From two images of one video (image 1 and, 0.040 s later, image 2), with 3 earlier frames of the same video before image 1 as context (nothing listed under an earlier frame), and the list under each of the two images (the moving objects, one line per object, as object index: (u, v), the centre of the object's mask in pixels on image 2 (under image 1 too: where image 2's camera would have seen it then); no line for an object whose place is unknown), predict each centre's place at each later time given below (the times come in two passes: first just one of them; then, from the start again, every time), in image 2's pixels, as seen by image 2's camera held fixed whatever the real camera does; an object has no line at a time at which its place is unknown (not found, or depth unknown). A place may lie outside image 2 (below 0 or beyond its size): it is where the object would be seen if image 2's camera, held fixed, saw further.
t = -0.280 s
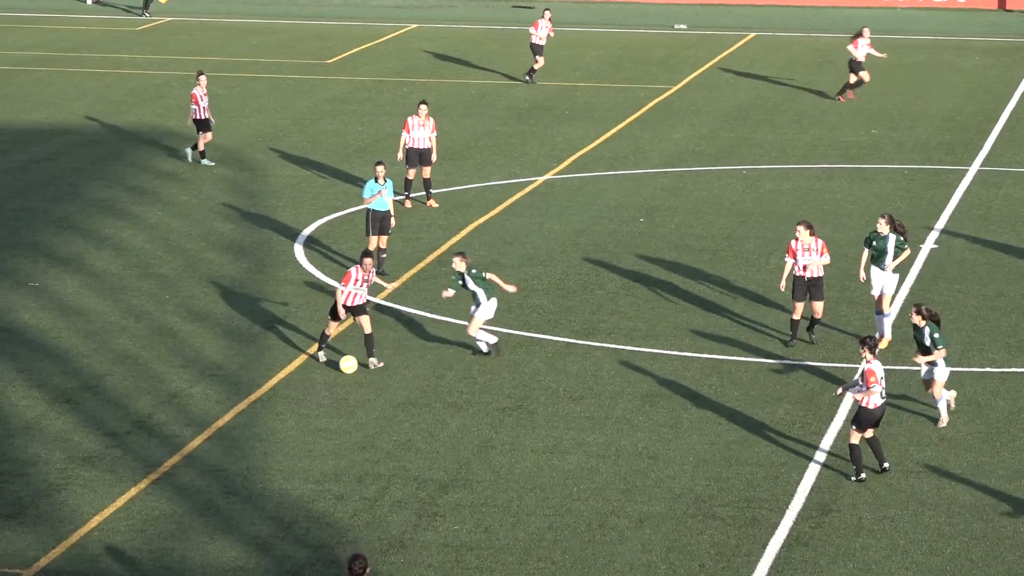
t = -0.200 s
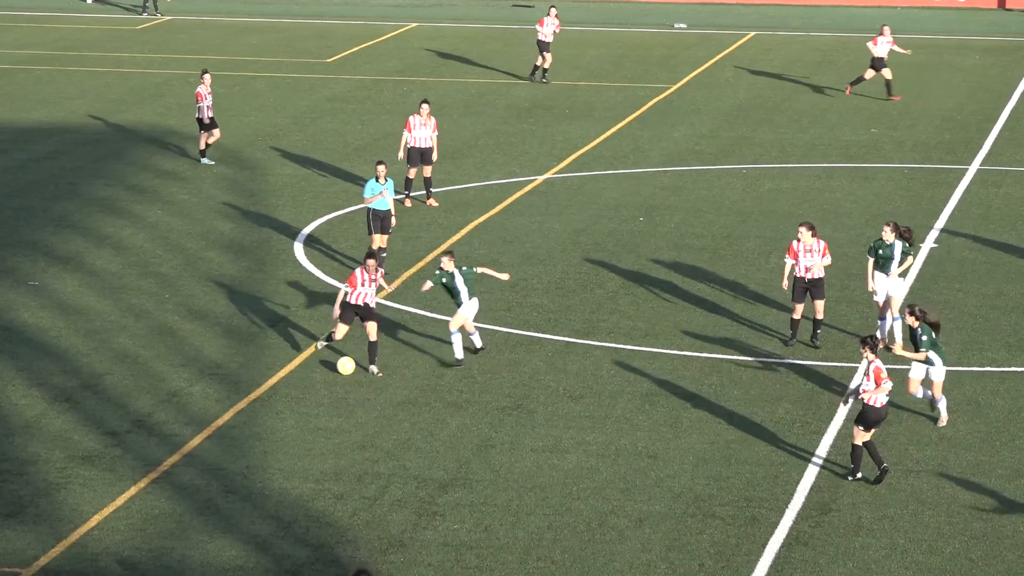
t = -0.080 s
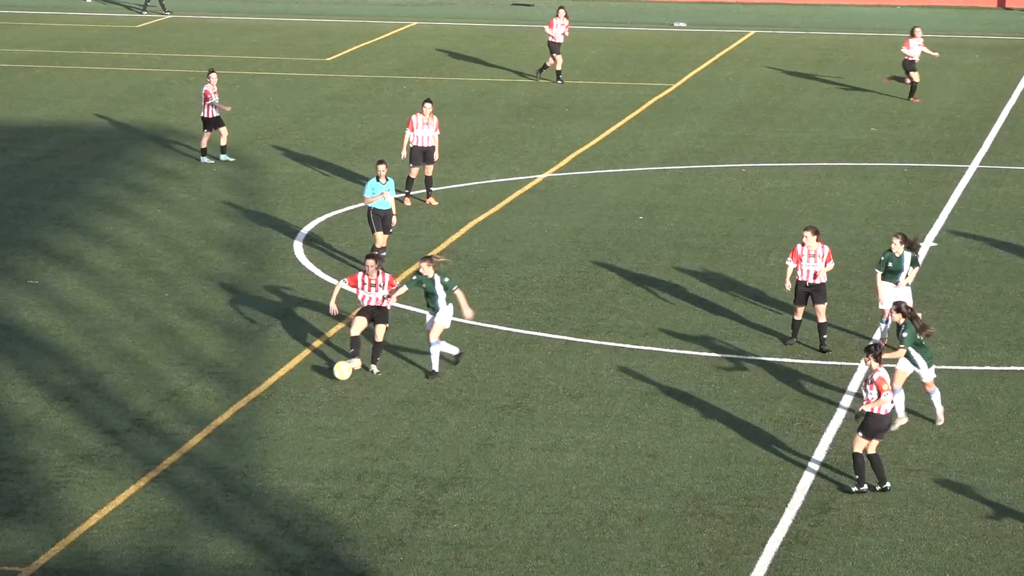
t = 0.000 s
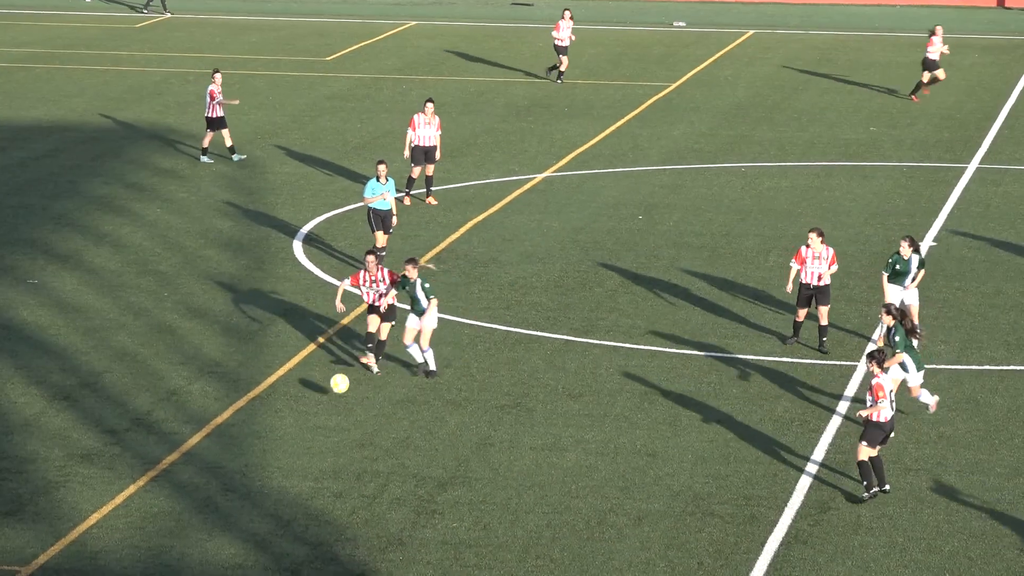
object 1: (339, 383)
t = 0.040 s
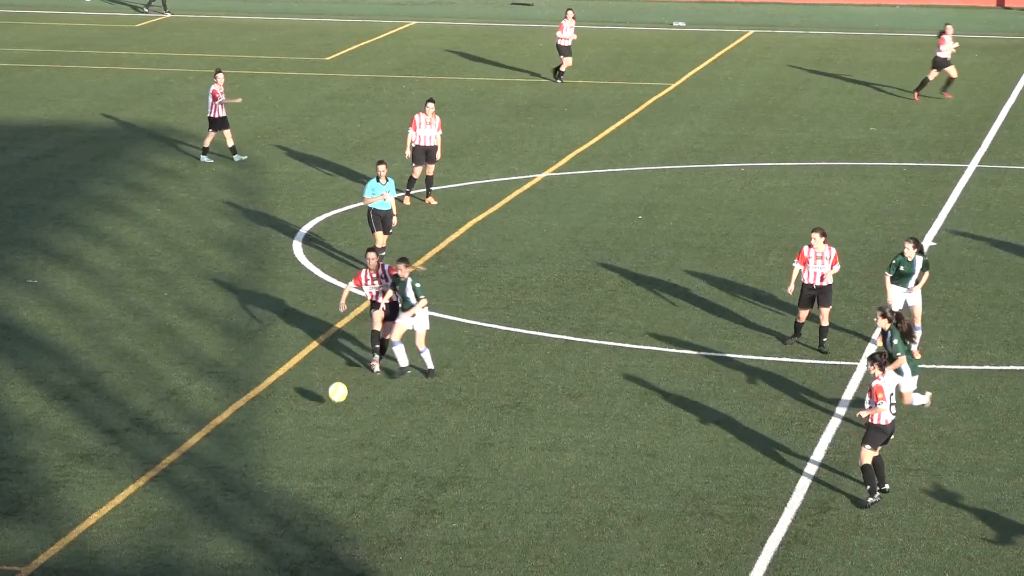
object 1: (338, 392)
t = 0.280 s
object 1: (326, 467)
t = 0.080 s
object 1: (336, 402)
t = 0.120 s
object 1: (335, 414)
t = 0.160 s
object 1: (333, 428)
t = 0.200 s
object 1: (330, 442)
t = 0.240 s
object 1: (328, 459)
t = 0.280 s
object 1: (326, 467)
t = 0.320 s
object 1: (323, 475)
